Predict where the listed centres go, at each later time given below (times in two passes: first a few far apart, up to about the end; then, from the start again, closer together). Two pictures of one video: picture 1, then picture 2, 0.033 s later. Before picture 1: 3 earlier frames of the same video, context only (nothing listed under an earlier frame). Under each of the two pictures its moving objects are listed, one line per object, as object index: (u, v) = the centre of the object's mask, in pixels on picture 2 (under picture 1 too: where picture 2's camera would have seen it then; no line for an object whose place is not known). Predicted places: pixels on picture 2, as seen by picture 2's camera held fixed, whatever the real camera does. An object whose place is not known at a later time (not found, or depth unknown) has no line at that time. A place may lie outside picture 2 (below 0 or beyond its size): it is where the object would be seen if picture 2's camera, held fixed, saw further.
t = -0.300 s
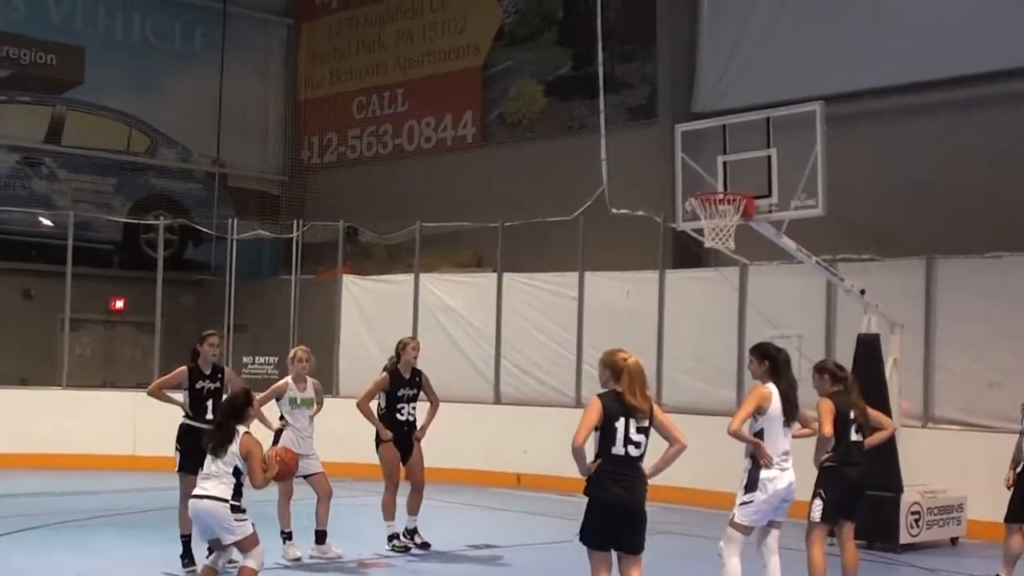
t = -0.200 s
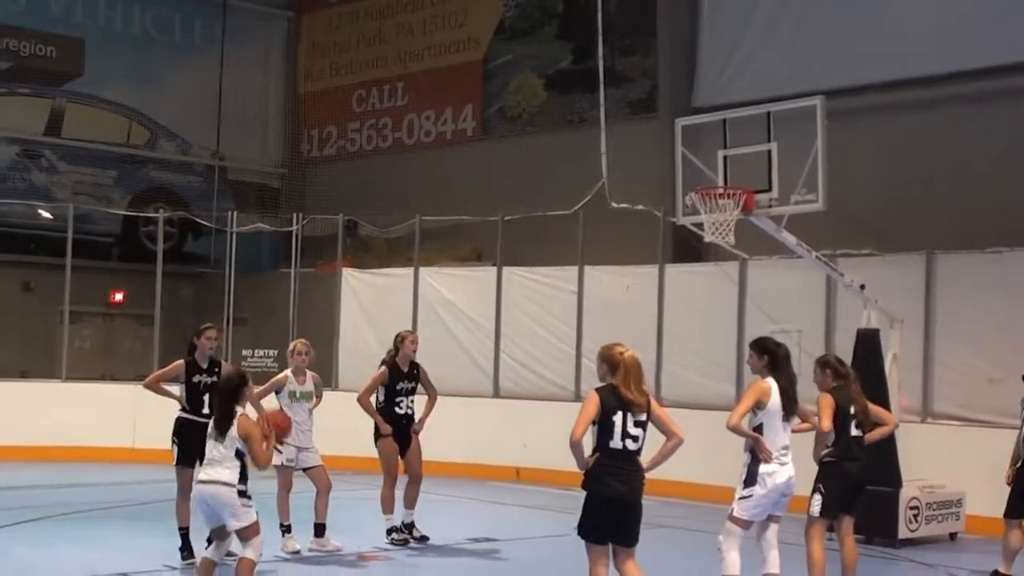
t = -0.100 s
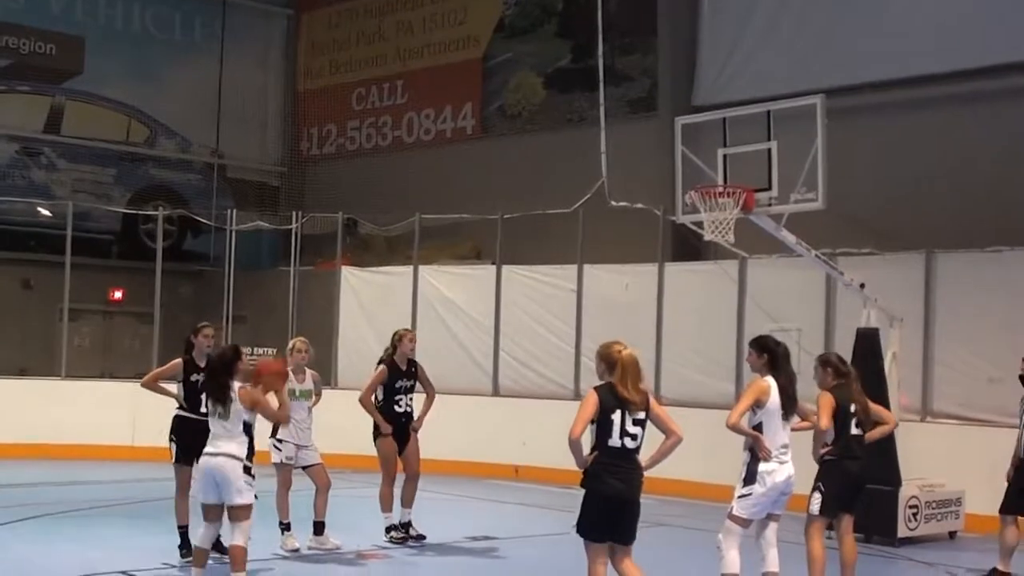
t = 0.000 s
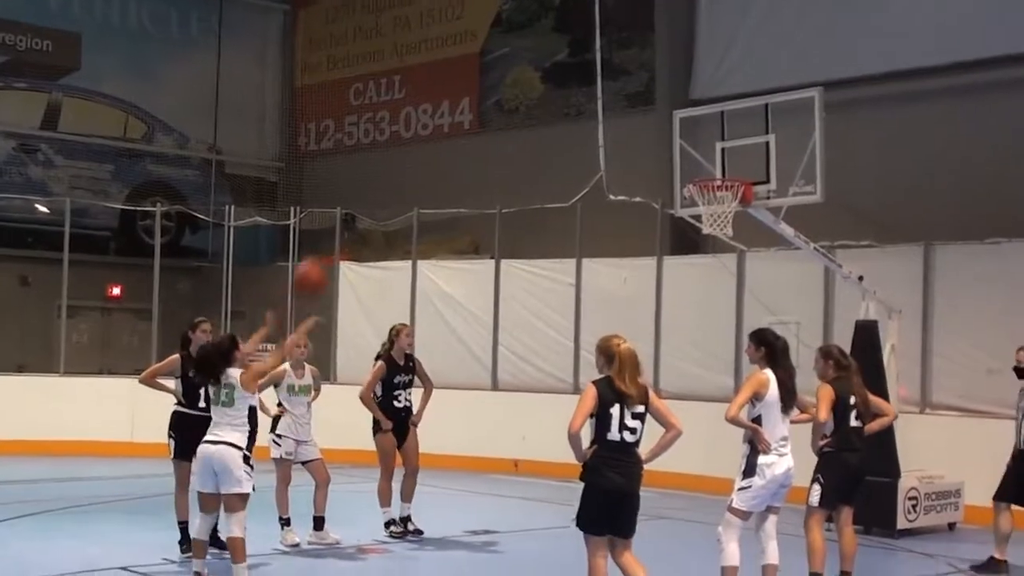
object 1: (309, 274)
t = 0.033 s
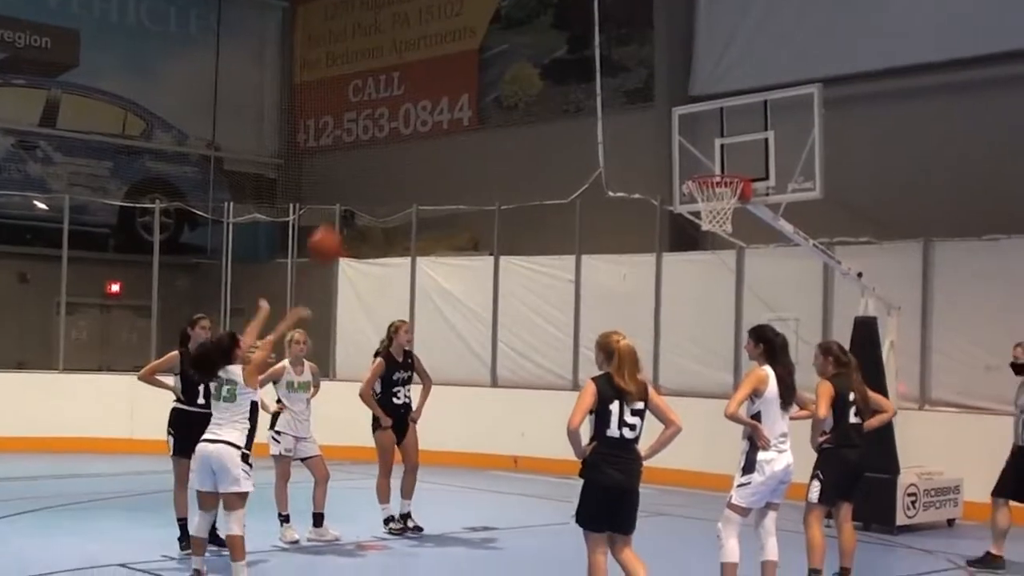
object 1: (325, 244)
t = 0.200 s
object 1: (402, 128)
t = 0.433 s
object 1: (496, 51)
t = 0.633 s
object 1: (566, 43)
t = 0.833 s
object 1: (629, 83)
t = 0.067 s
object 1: (341, 217)
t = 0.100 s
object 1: (357, 192)
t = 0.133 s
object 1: (373, 169)
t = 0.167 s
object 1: (387, 147)
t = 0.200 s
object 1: (402, 128)
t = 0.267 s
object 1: (431, 99)
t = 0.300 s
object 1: (444, 85)
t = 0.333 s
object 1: (456, 72)
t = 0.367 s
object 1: (472, 65)
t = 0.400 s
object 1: (485, 59)
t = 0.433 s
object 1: (496, 51)
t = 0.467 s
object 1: (508, 45)
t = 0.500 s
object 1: (519, 39)
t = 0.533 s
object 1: (531, 40)
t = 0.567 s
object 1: (543, 38)
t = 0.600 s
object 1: (555, 41)
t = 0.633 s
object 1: (566, 43)
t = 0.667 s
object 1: (575, 48)
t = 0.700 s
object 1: (588, 51)
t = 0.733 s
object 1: (599, 58)
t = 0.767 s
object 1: (610, 64)
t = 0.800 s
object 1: (620, 73)
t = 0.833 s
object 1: (629, 83)
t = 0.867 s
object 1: (638, 95)
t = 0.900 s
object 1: (651, 106)
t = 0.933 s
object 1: (659, 119)
